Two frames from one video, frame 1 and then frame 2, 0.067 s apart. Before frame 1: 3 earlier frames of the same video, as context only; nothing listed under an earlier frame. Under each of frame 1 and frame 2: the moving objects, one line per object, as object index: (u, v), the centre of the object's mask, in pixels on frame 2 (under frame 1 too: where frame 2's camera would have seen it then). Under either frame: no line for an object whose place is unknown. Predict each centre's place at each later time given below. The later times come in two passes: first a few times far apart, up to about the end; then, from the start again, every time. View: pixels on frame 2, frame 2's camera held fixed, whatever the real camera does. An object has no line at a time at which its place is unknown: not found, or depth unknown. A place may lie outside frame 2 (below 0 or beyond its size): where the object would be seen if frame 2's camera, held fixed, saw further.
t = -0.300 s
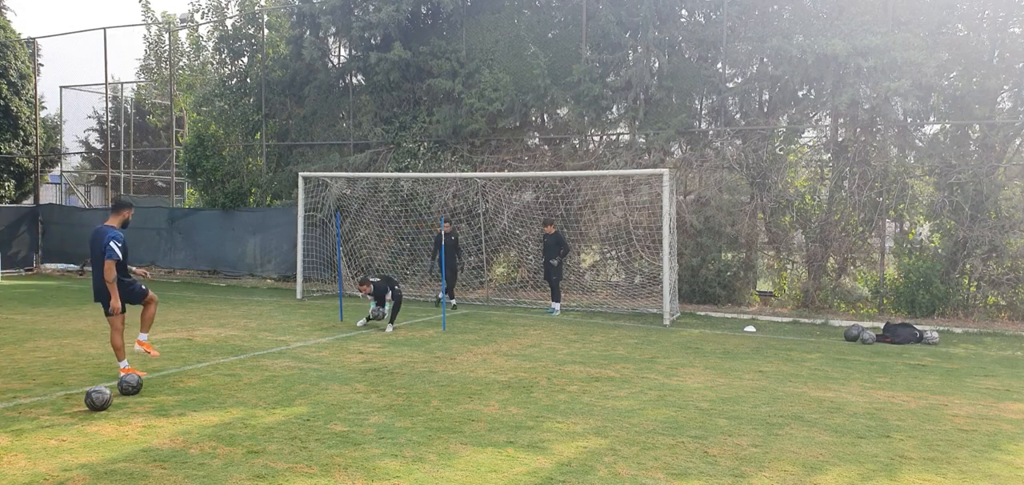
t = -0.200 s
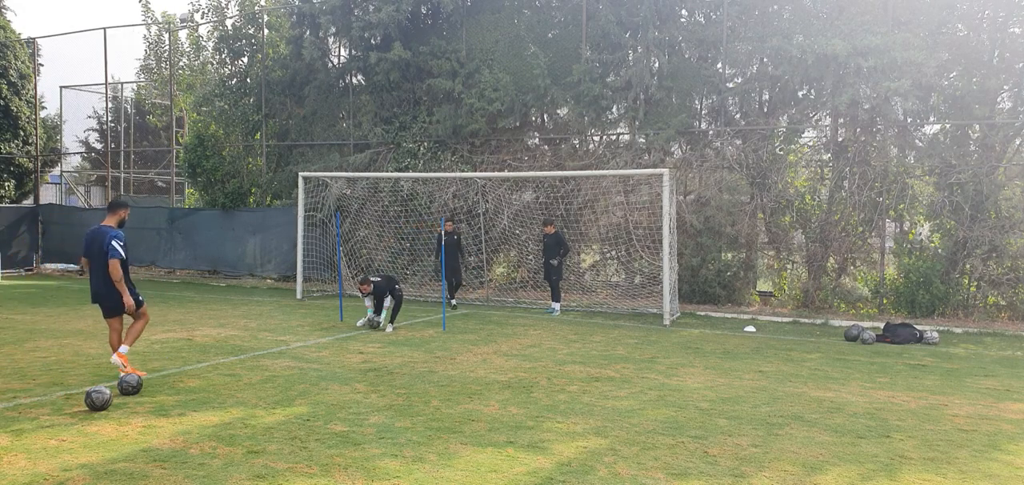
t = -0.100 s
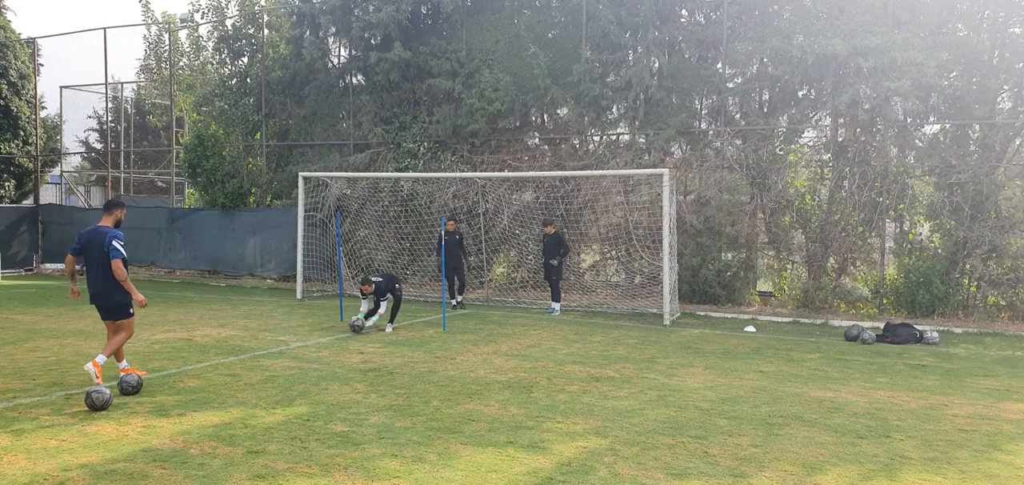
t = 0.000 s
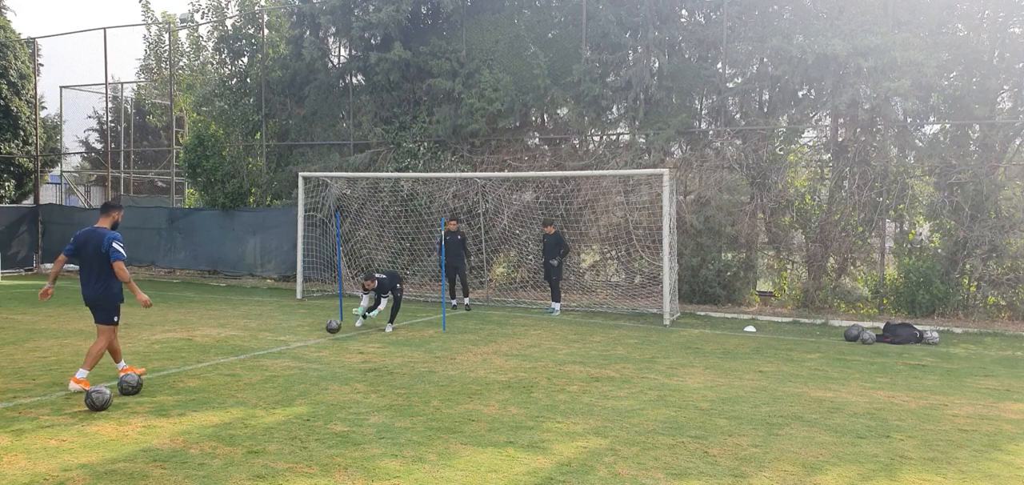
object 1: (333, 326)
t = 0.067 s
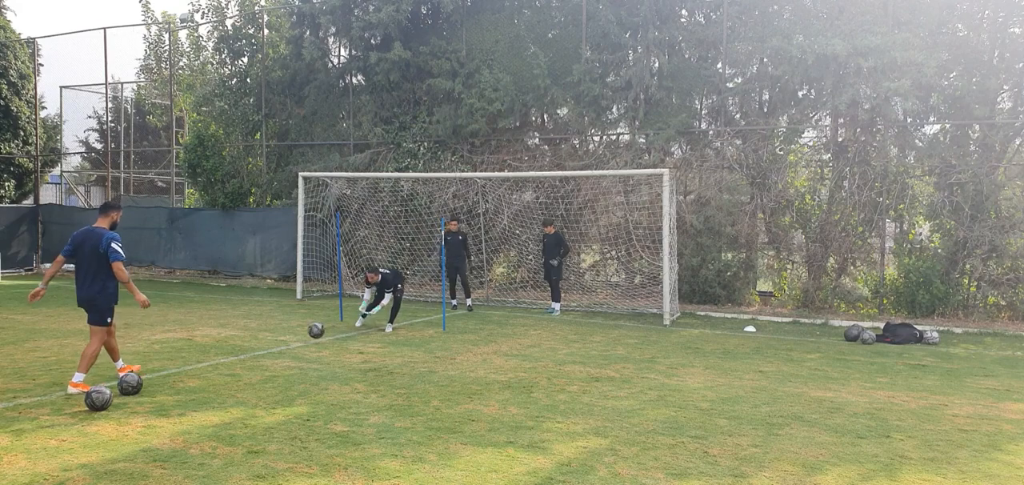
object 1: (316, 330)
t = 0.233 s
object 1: (275, 339)
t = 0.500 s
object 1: (217, 352)
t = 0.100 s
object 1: (307, 334)
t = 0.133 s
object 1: (298, 338)
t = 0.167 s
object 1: (289, 341)
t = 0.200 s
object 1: (282, 340)
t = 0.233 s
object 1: (275, 339)
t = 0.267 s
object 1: (267, 340)
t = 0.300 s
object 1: (260, 341)
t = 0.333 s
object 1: (252, 344)
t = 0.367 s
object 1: (245, 347)
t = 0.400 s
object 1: (237, 351)
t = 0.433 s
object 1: (230, 353)
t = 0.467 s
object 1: (223, 352)
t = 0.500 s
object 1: (217, 352)
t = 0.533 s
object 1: (210, 354)
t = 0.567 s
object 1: (203, 356)
